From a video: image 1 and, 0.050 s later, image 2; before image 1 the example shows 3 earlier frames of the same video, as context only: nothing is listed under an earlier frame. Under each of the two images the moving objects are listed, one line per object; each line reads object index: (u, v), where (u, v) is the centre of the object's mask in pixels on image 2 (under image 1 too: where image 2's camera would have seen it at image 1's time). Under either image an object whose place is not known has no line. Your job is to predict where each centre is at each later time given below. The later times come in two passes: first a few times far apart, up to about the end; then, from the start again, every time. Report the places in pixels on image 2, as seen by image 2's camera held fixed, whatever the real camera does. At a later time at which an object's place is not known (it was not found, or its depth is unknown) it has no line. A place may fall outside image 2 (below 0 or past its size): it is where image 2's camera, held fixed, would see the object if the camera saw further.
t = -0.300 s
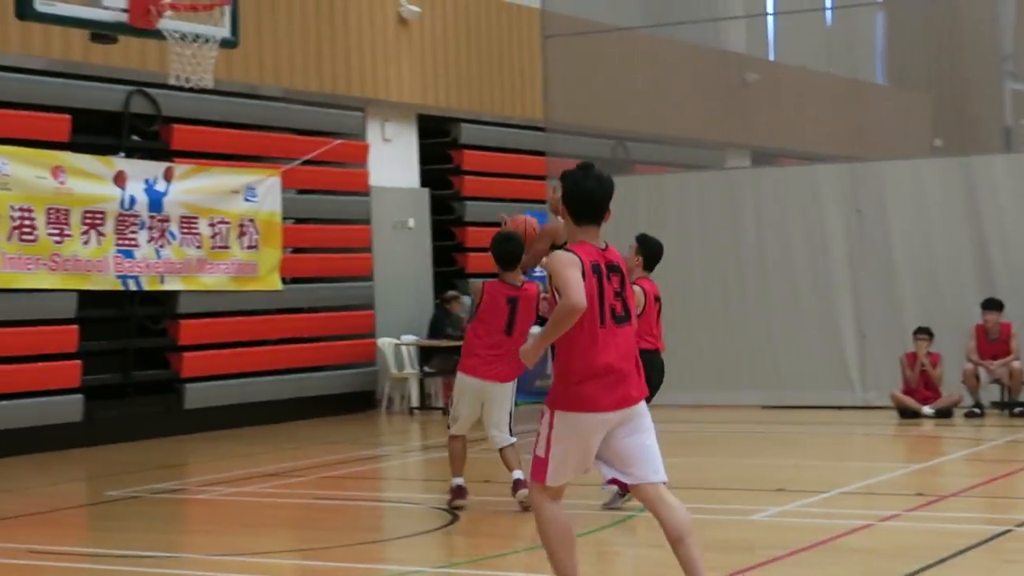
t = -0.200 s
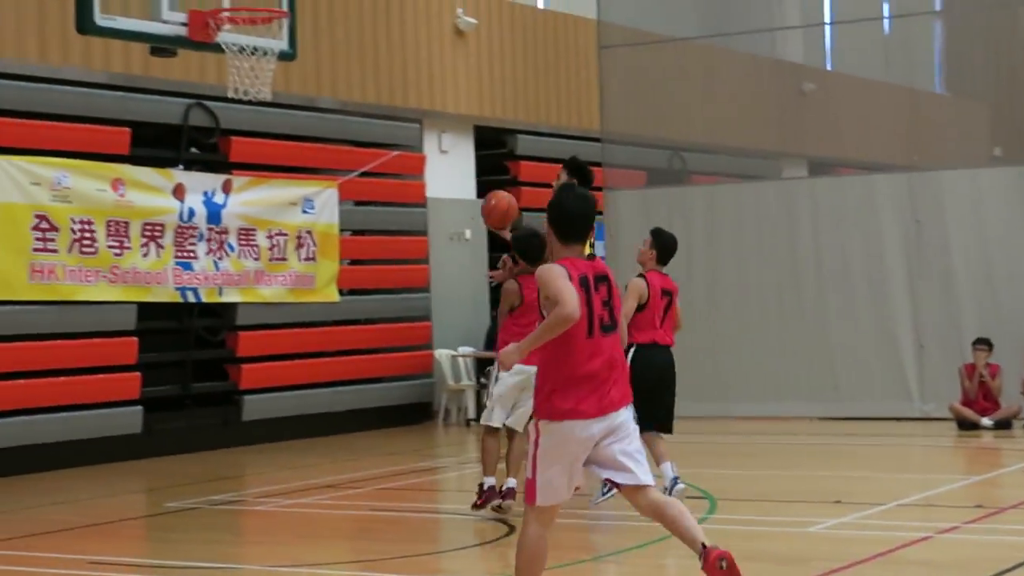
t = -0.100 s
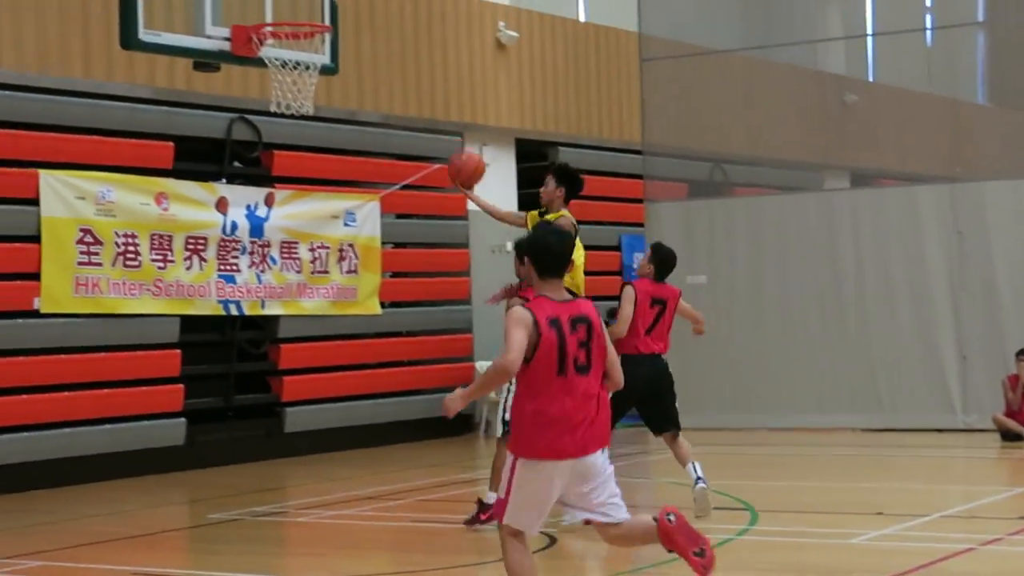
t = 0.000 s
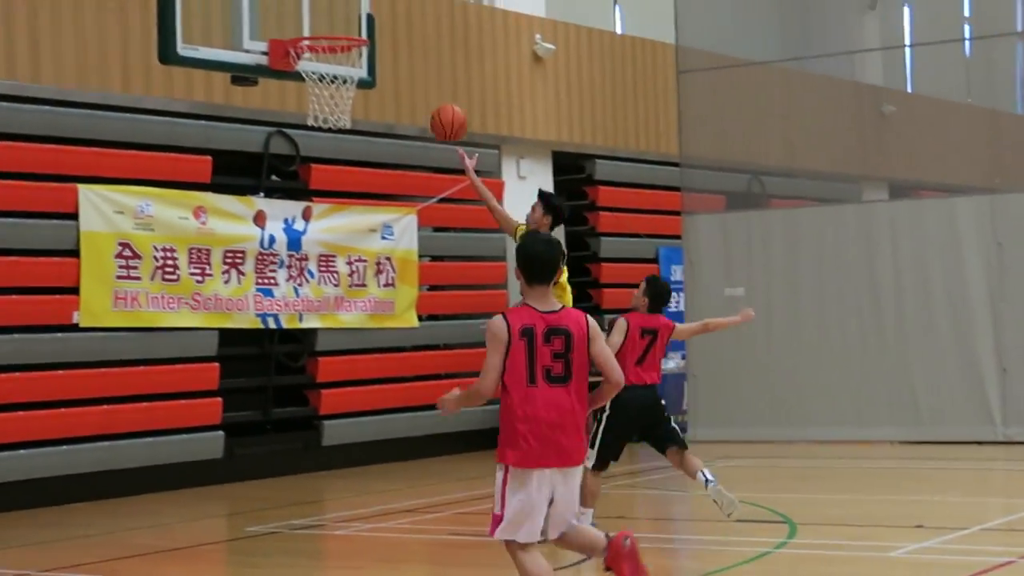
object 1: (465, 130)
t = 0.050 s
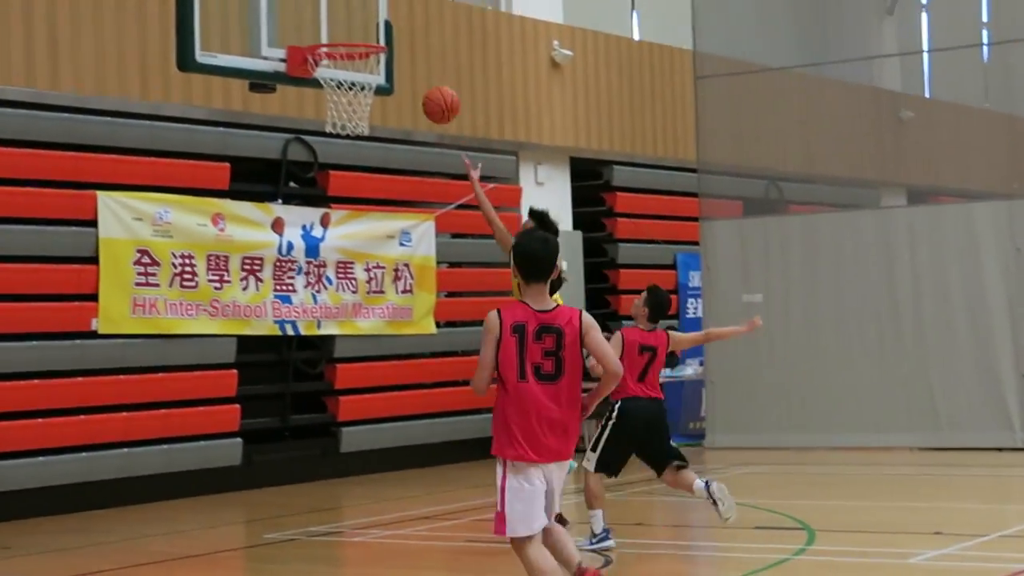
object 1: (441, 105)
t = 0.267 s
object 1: (371, 31)
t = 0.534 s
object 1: (369, 31)
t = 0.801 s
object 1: (335, 88)
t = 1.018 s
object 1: (334, 130)
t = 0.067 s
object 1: (433, 97)
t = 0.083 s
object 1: (425, 91)
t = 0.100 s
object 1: (417, 84)
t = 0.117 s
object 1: (409, 77)
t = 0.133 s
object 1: (401, 72)
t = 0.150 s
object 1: (396, 67)
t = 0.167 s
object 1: (393, 64)
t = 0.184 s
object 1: (386, 54)
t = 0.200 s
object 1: (370, 39)
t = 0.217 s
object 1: (368, 41)
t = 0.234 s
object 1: (370, 35)
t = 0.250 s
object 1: (370, 32)
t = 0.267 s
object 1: (371, 31)
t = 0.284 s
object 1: (371, 31)
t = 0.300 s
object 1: (371, 29)
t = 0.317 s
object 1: (372, 27)
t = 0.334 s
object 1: (373, 27)
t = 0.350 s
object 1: (373, 26)
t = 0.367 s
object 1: (374, 25)
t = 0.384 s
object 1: (375, 25)
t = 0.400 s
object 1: (375, 26)
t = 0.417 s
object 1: (376, 25)
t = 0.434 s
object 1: (376, 26)
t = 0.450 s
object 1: (377, 27)
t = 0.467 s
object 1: (377, 29)
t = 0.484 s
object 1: (376, 29)
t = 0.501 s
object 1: (374, 29)
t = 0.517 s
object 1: (371, 30)
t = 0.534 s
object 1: (369, 31)
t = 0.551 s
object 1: (366, 31)
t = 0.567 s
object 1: (364, 40)
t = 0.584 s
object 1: (362, 42)
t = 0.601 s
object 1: (360, 44)
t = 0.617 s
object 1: (358, 46)
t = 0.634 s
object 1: (355, 50)
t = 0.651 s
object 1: (353, 53)
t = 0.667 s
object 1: (351, 56)
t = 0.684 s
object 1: (350, 62)
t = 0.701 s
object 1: (347, 65)
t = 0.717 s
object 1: (345, 69)
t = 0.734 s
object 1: (342, 72)
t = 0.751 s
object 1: (340, 77)
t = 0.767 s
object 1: (339, 81)
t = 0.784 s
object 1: (336, 84)
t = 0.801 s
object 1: (335, 88)
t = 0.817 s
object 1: (334, 90)
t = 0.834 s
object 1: (333, 91)
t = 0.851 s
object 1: (332, 94)
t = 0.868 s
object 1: (332, 98)
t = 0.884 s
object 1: (331, 99)
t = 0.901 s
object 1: (331, 101)
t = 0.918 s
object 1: (331, 103)
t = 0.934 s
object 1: (331, 107)
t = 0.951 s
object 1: (332, 109)
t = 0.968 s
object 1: (332, 113)
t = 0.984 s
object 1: (332, 120)
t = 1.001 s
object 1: (332, 123)
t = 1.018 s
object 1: (334, 130)
